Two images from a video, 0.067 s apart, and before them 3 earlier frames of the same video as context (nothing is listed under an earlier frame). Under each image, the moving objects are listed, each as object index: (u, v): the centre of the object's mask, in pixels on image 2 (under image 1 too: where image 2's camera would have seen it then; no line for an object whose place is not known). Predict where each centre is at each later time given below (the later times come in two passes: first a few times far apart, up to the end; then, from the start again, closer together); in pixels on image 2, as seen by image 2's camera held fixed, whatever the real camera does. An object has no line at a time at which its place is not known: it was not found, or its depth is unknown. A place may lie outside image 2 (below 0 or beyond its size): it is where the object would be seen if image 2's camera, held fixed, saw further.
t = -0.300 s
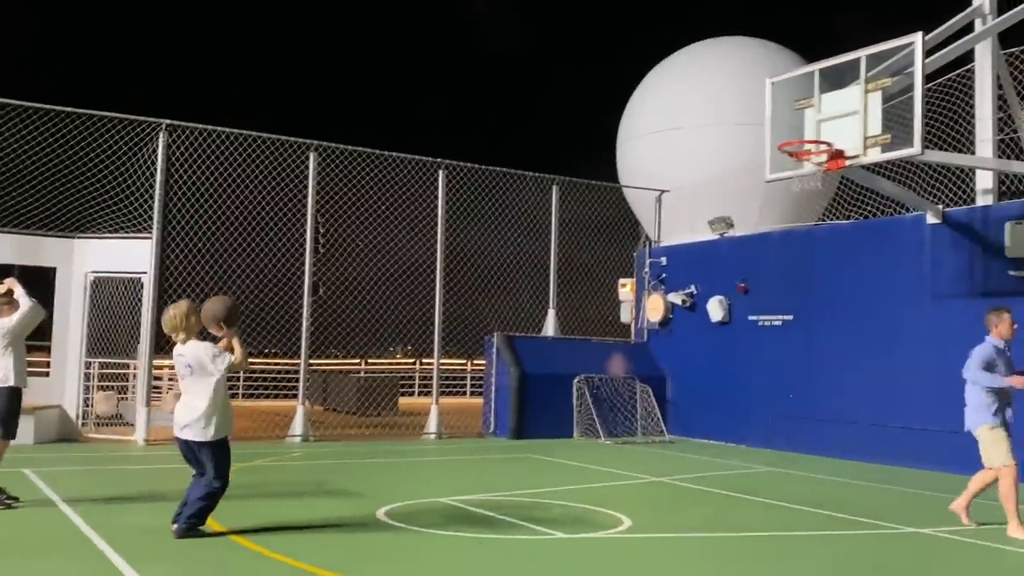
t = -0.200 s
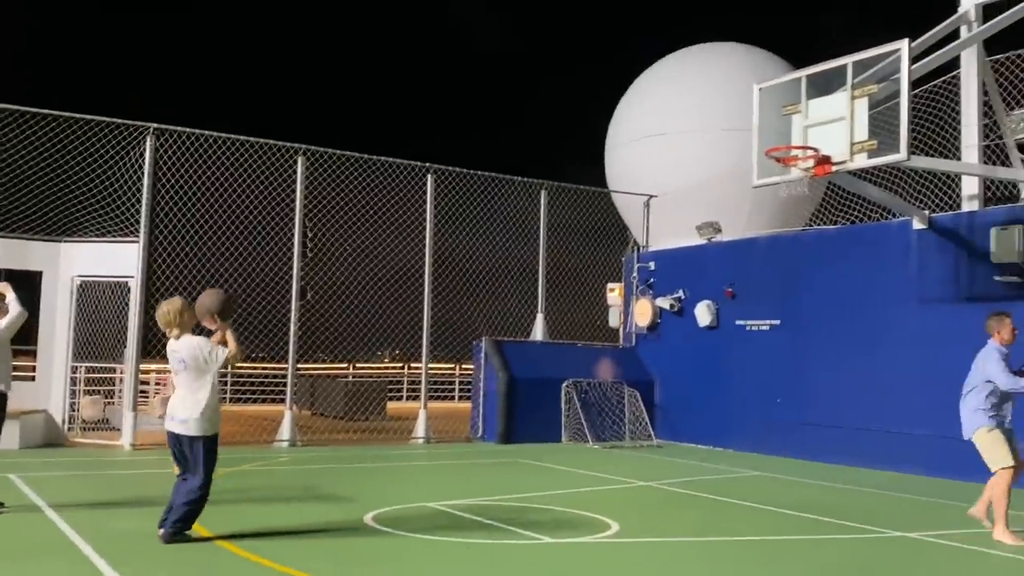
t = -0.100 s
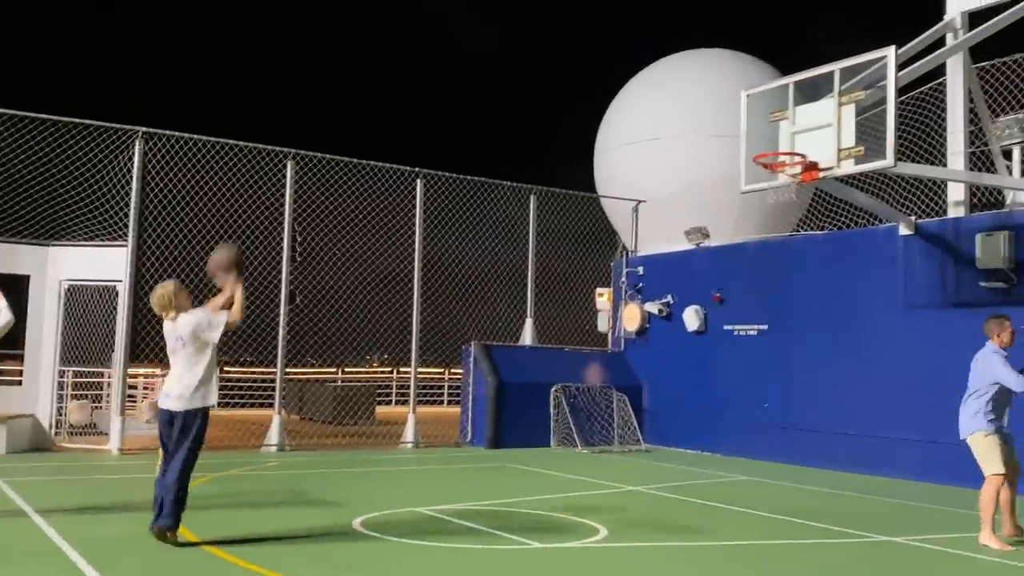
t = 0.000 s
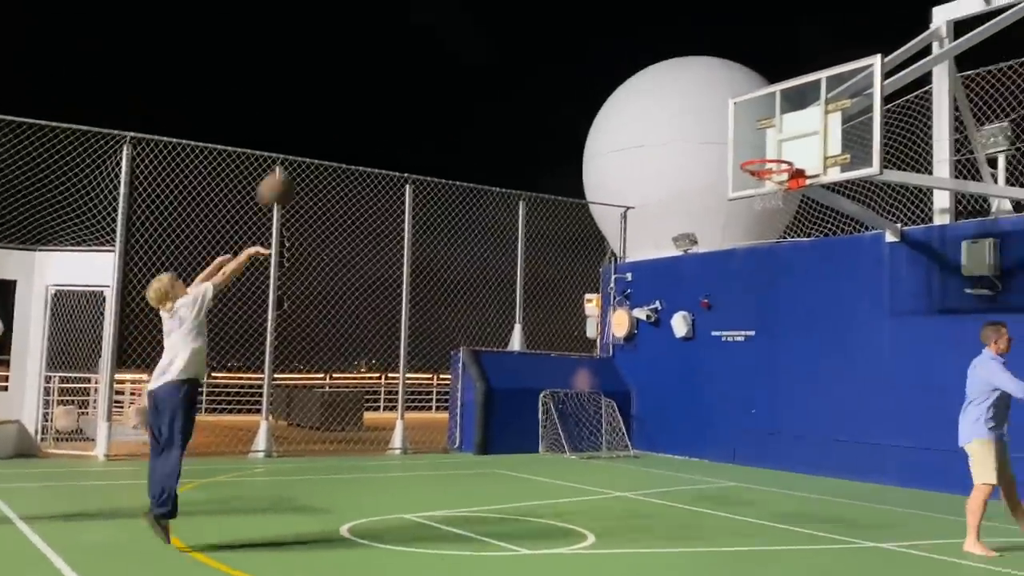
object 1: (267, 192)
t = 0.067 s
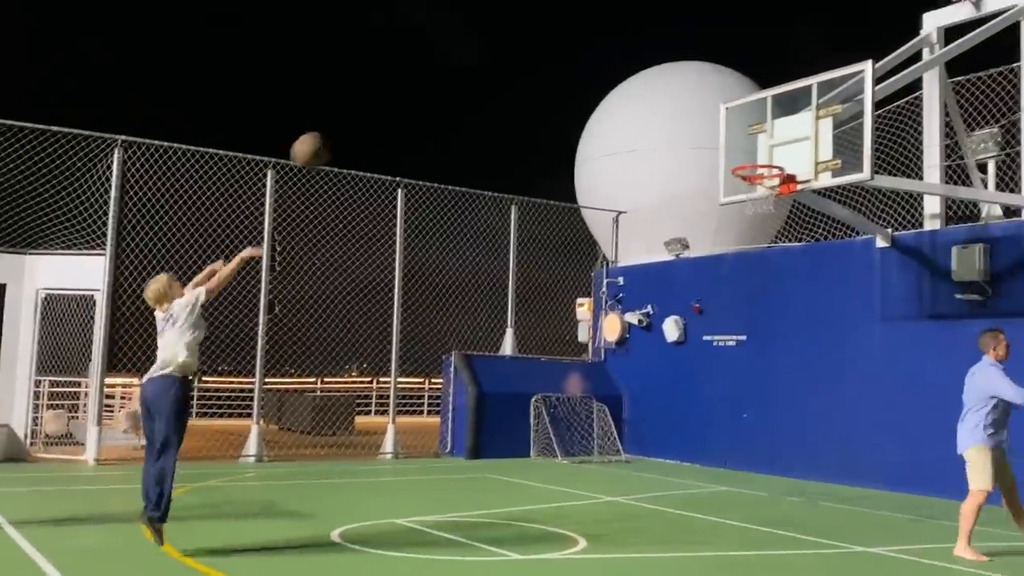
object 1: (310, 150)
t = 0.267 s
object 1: (416, 72)
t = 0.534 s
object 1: (529, 52)
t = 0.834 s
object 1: (631, 120)
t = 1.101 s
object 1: (708, 243)
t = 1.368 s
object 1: (775, 414)
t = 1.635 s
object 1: (818, 400)
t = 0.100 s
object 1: (328, 134)
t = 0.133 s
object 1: (347, 118)
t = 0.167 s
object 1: (366, 103)
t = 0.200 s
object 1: (383, 91)
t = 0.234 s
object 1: (400, 80)
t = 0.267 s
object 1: (416, 72)
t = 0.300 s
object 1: (432, 64)
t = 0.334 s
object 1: (447, 58)
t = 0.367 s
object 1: (462, 54)
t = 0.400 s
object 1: (476, 51)
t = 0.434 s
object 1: (490, 50)
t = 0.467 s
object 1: (504, 49)
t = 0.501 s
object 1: (517, 50)
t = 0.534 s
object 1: (529, 52)
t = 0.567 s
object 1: (541, 56)
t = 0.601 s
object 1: (553, 60)
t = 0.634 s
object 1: (566, 66)
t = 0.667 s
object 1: (577, 72)
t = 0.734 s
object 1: (599, 88)
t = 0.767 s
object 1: (610, 97)
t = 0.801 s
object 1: (621, 109)
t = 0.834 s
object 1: (631, 120)
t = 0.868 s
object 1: (642, 133)
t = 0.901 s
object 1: (652, 146)
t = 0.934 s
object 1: (661, 159)
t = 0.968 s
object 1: (671, 175)
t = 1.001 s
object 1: (680, 190)
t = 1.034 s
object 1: (689, 207)
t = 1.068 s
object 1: (698, 224)
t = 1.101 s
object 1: (708, 243)
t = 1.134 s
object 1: (717, 262)
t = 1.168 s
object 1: (724, 280)
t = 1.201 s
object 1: (733, 300)
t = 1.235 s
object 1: (741, 322)
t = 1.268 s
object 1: (750, 345)
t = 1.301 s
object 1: (759, 366)
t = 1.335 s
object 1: (766, 390)
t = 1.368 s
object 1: (775, 414)
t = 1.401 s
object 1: (783, 439)
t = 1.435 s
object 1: (790, 464)
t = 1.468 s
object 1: (799, 489)
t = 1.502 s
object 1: (802, 474)
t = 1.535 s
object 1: (806, 453)
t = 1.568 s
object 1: (809, 434)
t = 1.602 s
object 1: (814, 416)
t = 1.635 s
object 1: (818, 400)
